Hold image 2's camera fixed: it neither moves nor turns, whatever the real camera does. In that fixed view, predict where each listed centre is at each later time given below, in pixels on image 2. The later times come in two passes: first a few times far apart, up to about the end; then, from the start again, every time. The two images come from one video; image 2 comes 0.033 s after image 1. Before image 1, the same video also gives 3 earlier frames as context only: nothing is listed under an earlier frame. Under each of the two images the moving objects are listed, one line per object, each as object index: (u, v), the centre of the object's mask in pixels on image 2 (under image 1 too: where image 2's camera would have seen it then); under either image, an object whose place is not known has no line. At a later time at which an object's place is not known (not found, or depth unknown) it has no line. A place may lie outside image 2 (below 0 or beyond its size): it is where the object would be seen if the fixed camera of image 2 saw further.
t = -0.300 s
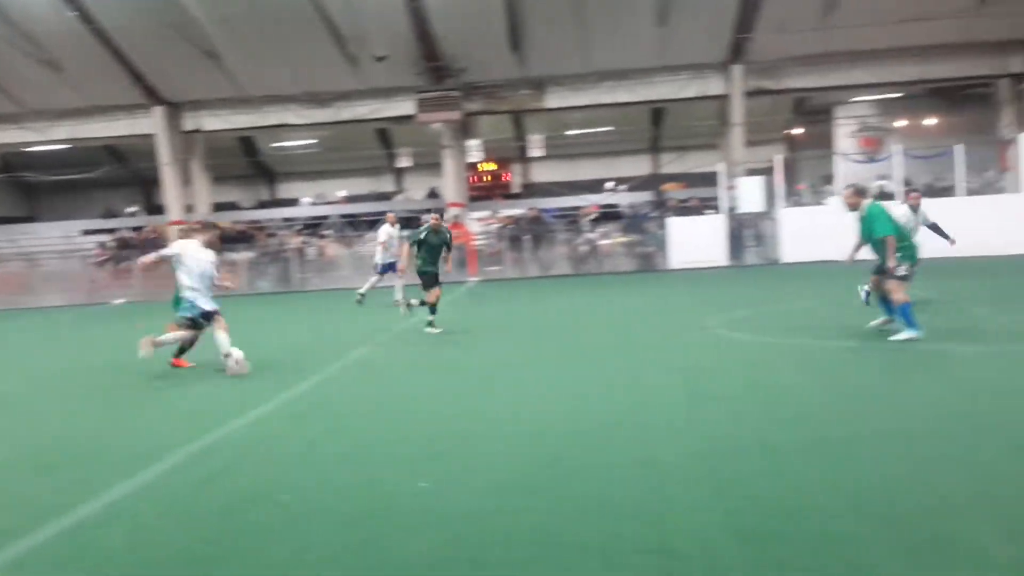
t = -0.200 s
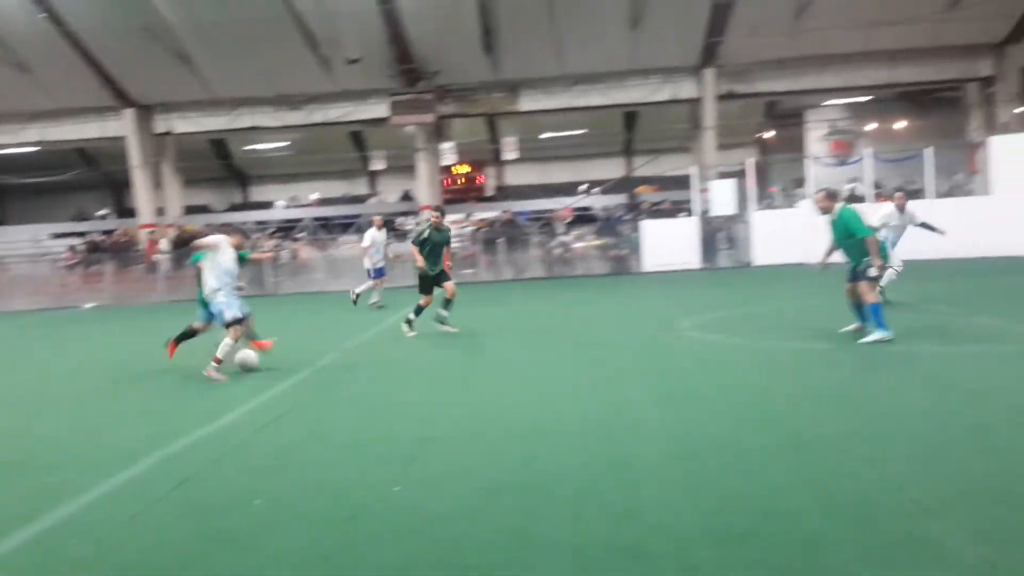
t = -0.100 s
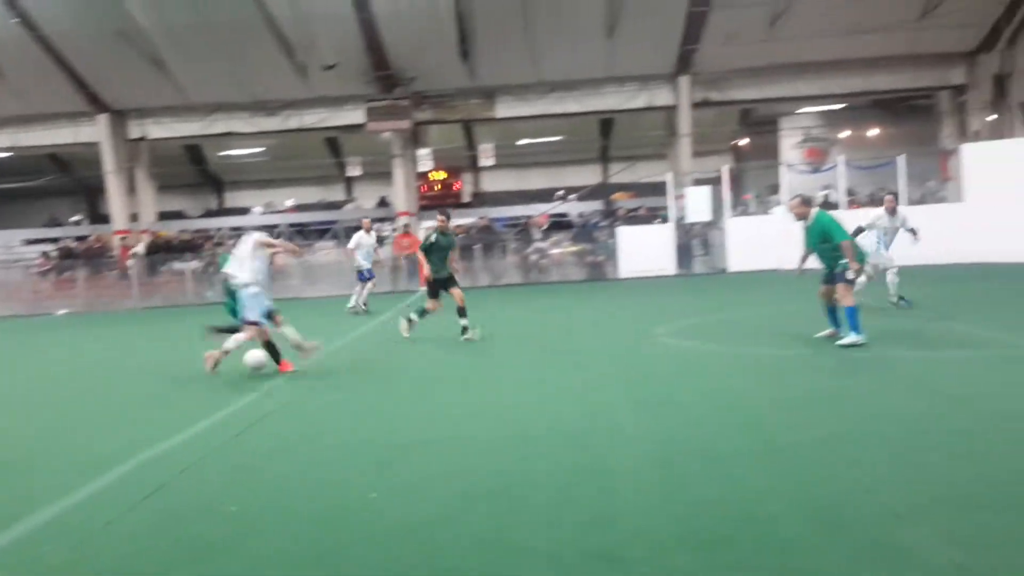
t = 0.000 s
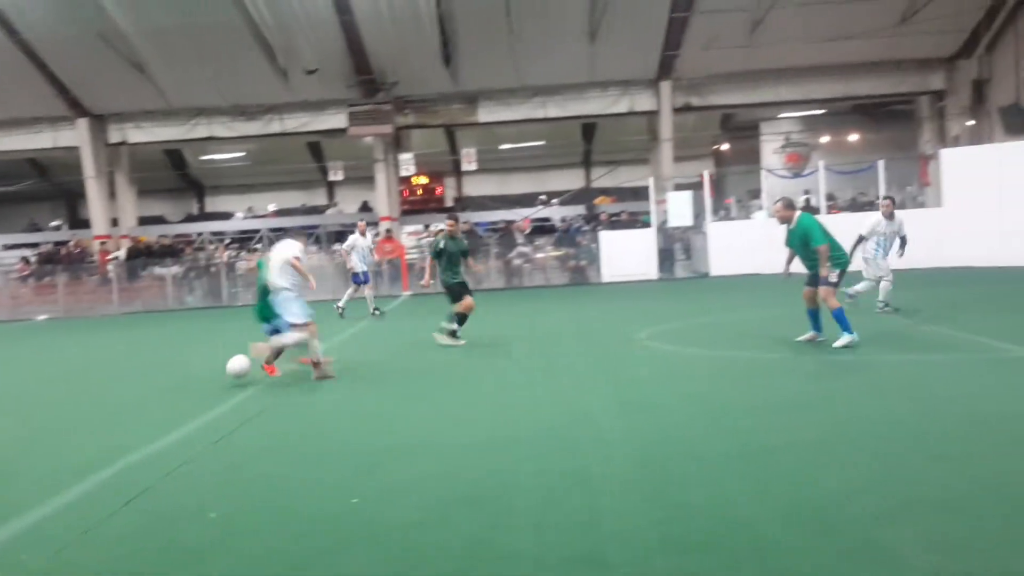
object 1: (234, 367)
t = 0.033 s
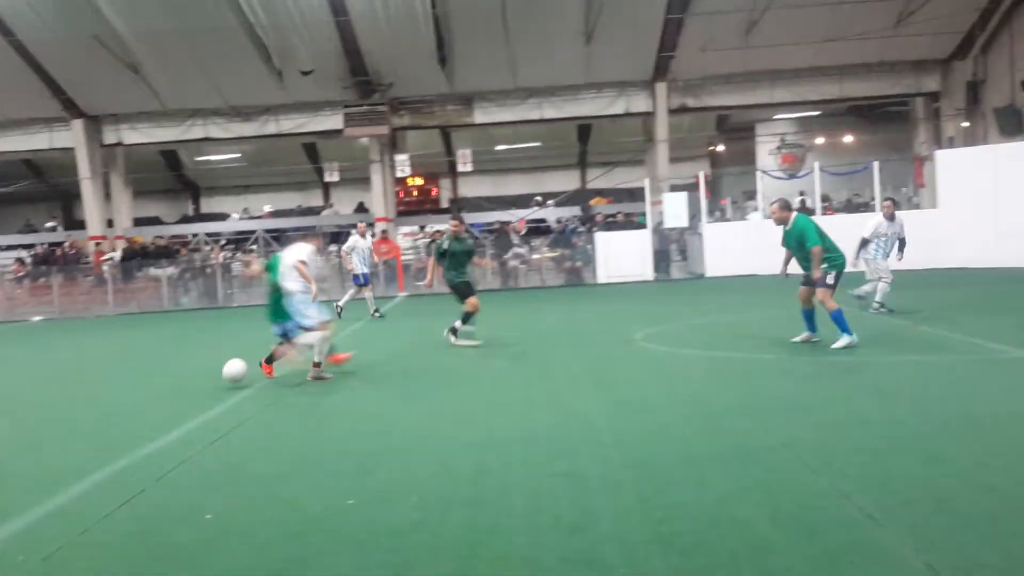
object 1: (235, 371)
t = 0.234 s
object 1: (249, 378)
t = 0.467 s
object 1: (291, 384)
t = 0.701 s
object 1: (351, 384)
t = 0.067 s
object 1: (235, 375)
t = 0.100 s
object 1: (236, 379)
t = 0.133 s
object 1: (239, 378)
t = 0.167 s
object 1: (242, 377)
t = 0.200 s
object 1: (246, 377)
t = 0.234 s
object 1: (249, 378)
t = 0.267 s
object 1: (253, 380)
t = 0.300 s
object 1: (257, 383)
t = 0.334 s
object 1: (263, 383)
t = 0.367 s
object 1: (269, 382)
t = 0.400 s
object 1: (276, 382)
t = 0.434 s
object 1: (283, 382)
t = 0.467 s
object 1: (291, 384)
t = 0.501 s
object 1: (298, 384)
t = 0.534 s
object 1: (306, 383)
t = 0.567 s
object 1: (315, 384)
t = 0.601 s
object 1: (324, 385)
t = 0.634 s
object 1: (332, 383)
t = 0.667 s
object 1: (342, 383)
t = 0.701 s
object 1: (351, 384)
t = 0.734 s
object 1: (360, 384)
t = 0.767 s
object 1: (368, 383)
